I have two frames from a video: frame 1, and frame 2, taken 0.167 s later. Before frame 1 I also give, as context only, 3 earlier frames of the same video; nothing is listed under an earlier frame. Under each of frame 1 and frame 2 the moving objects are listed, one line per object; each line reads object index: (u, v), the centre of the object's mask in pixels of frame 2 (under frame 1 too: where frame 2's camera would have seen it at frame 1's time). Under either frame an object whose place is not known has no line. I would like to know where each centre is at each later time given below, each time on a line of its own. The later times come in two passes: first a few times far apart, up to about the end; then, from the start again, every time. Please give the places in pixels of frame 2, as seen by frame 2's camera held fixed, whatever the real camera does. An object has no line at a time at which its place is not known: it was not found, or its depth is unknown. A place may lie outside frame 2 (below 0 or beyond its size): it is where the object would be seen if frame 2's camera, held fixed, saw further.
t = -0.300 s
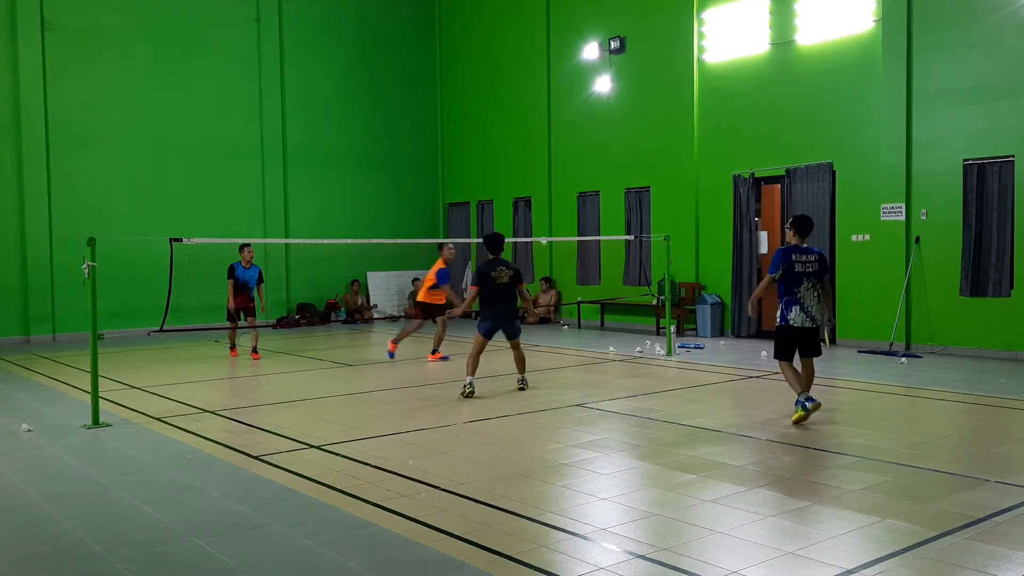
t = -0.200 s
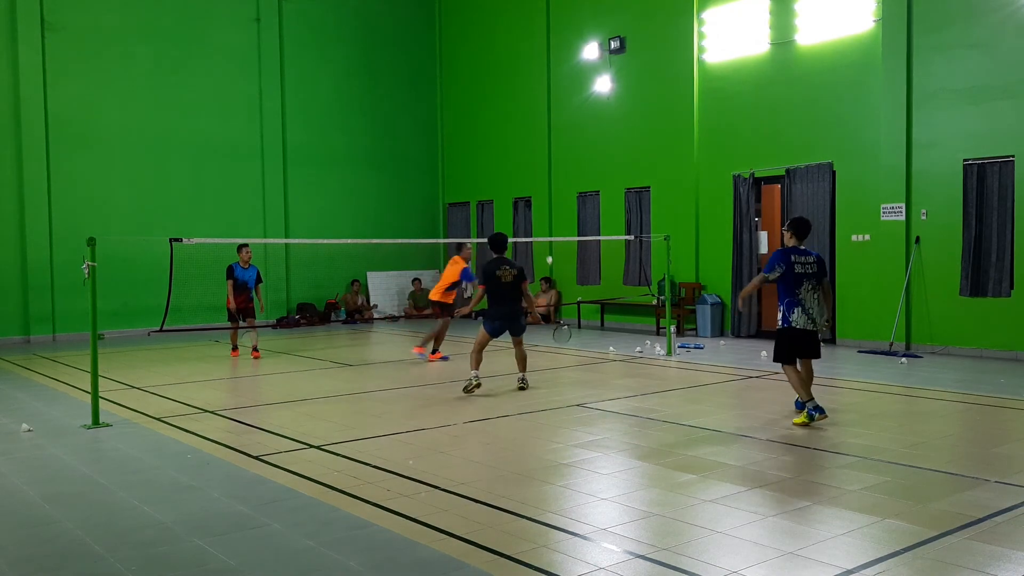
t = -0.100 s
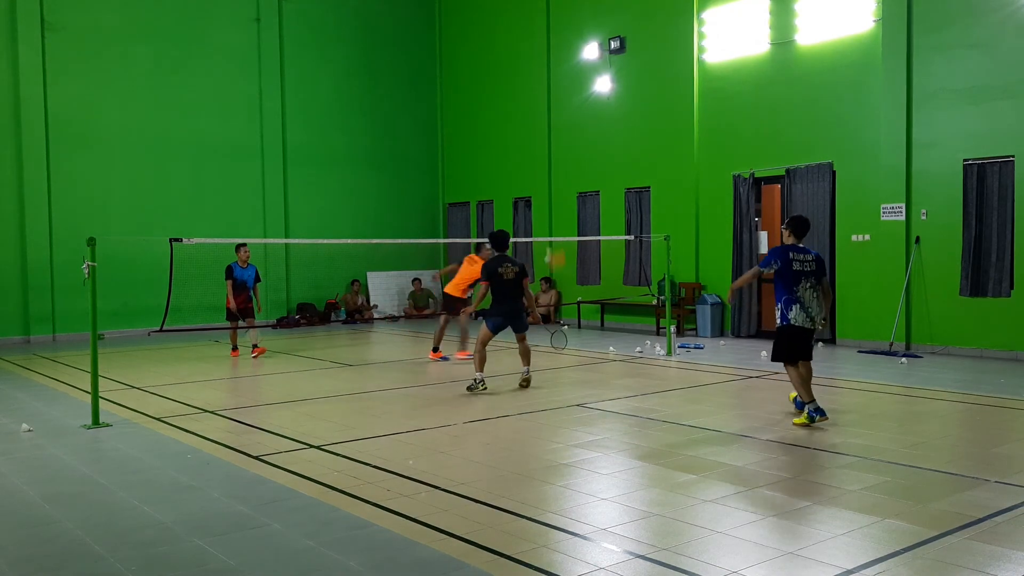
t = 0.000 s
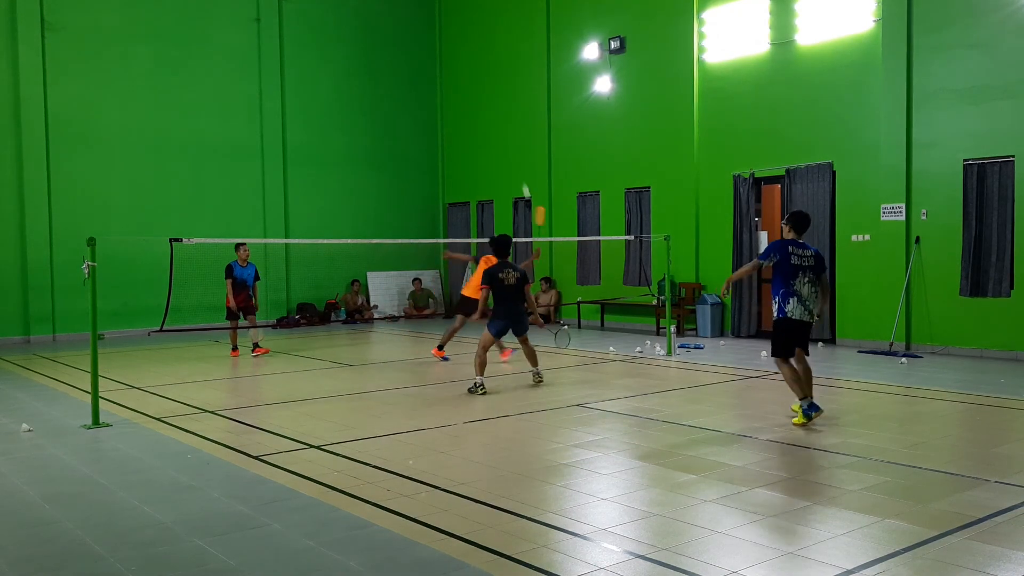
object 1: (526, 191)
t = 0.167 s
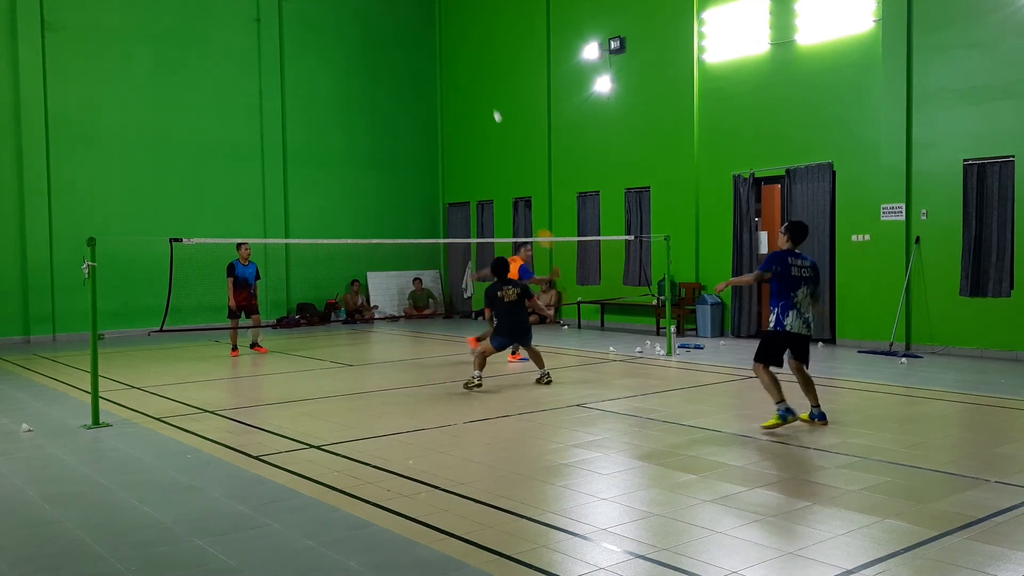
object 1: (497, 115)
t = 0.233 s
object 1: (484, 92)
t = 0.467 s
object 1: (449, 56)
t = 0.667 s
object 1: (419, 68)
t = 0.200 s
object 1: (491, 104)
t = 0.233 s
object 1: (484, 92)
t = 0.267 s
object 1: (480, 85)
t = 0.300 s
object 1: (475, 77)
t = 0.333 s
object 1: (470, 71)
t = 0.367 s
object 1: (464, 65)
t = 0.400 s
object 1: (459, 61)
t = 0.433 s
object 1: (454, 58)
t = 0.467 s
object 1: (449, 56)
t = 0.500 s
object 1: (444, 55)
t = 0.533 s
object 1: (439, 55)
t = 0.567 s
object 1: (434, 56)
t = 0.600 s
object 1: (429, 59)
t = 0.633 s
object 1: (424, 63)
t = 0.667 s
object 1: (419, 68)
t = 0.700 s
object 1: (414, 75)
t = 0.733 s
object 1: (409, 83)
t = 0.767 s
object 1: (405, 92)
